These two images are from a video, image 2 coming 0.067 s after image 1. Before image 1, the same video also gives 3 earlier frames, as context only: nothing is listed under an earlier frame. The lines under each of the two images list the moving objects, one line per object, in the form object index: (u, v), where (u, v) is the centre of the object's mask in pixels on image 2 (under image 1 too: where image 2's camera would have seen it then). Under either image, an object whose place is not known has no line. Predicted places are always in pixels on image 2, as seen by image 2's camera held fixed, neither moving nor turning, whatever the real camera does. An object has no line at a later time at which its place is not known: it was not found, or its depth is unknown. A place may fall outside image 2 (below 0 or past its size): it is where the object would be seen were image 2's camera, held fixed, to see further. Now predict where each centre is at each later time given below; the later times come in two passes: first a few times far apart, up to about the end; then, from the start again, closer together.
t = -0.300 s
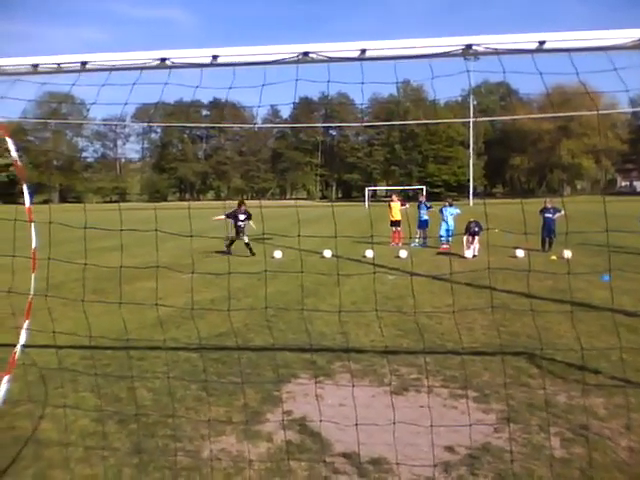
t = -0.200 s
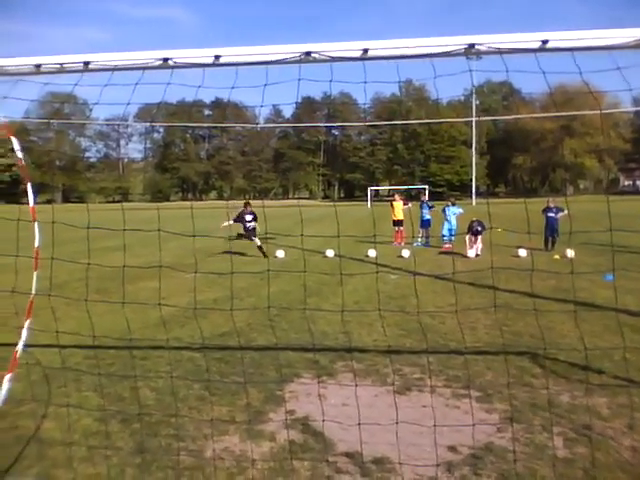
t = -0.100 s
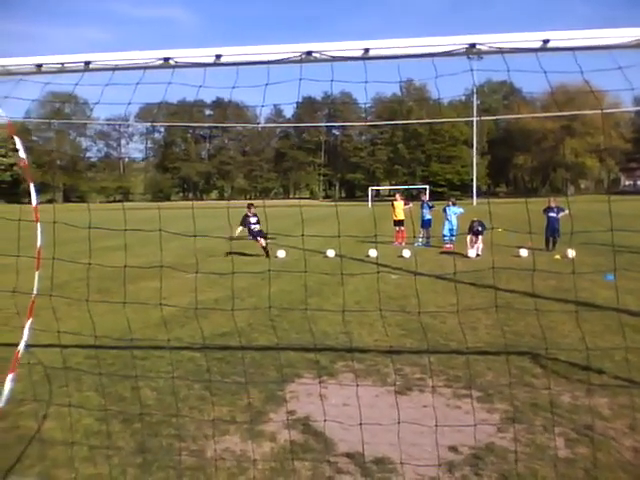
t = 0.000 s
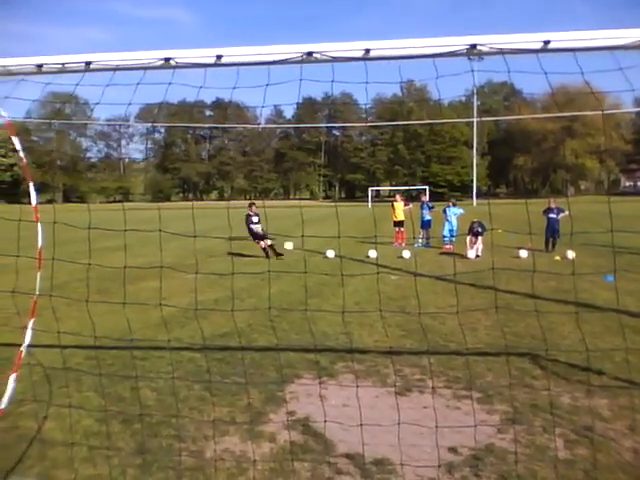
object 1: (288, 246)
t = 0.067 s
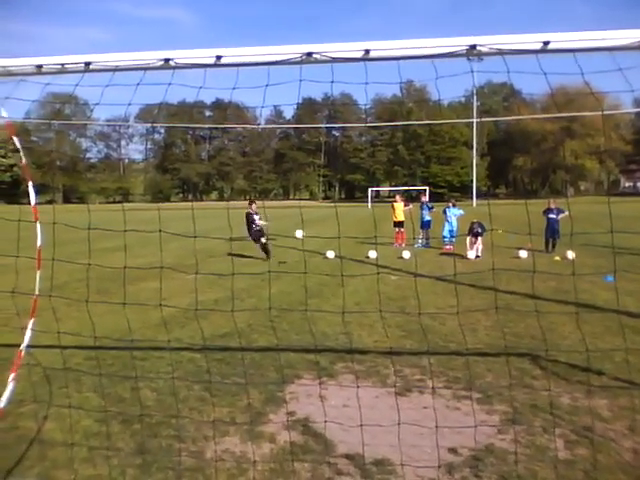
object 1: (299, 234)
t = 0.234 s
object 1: (336, 202)
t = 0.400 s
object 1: (395, 163)
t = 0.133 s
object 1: (312, 222)
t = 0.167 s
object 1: (319, 215)
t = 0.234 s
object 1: (336, 202)
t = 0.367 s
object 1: (380, 172)
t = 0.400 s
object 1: (395, 163)
